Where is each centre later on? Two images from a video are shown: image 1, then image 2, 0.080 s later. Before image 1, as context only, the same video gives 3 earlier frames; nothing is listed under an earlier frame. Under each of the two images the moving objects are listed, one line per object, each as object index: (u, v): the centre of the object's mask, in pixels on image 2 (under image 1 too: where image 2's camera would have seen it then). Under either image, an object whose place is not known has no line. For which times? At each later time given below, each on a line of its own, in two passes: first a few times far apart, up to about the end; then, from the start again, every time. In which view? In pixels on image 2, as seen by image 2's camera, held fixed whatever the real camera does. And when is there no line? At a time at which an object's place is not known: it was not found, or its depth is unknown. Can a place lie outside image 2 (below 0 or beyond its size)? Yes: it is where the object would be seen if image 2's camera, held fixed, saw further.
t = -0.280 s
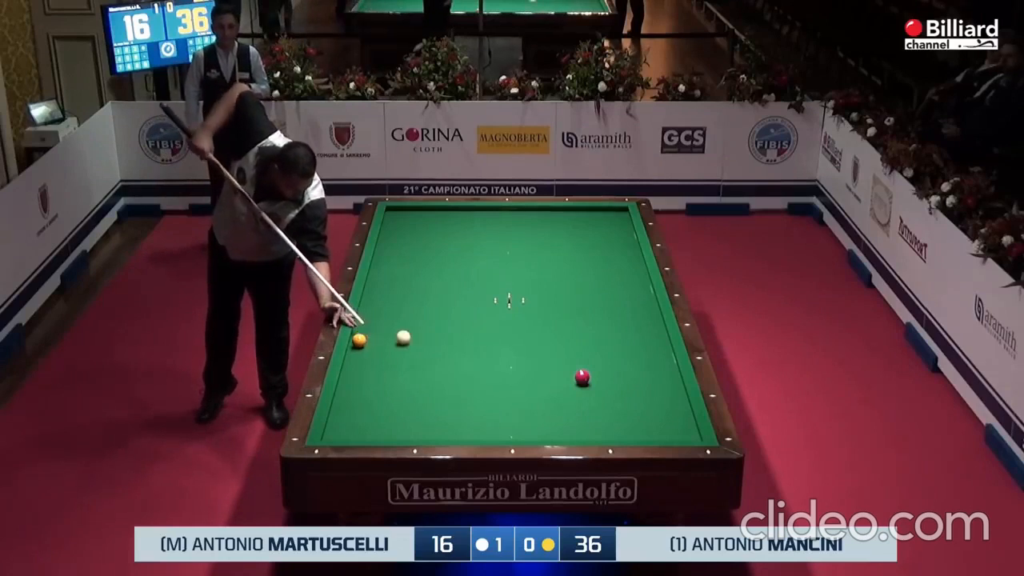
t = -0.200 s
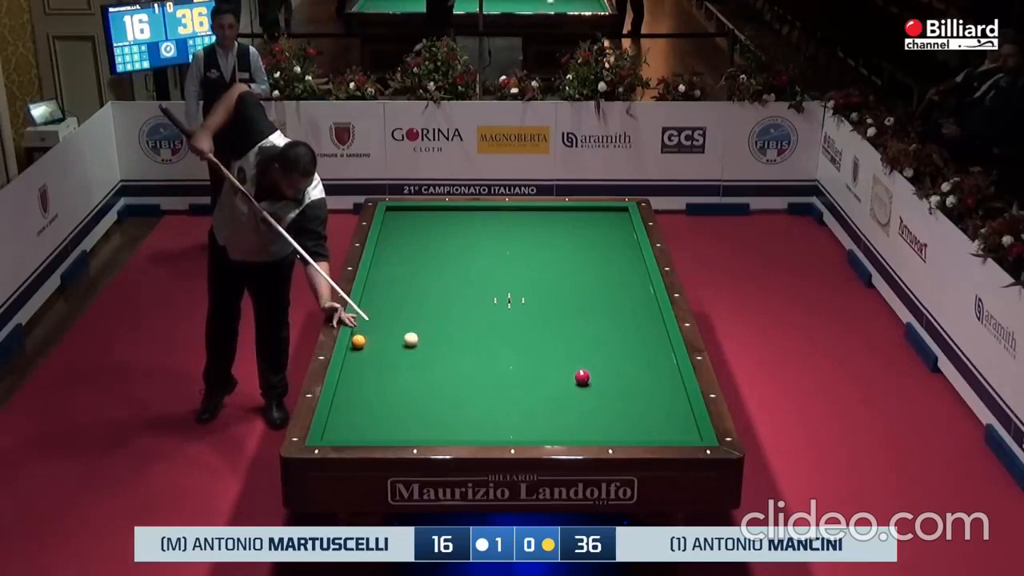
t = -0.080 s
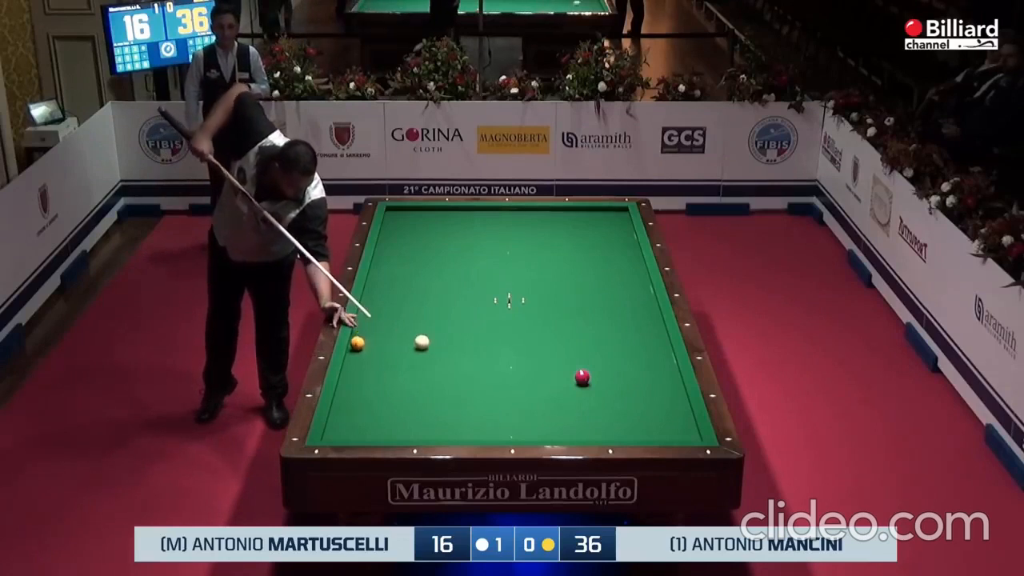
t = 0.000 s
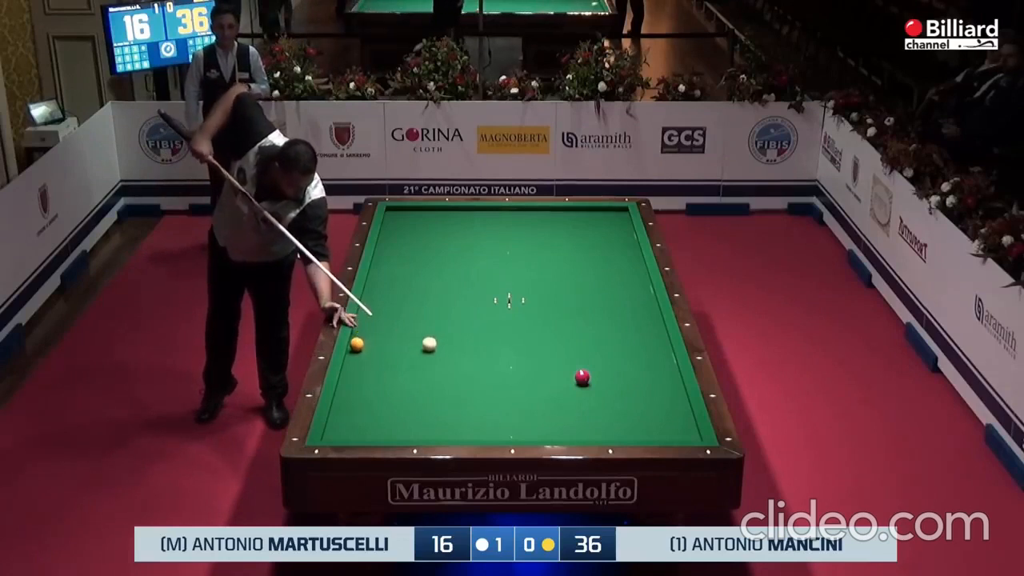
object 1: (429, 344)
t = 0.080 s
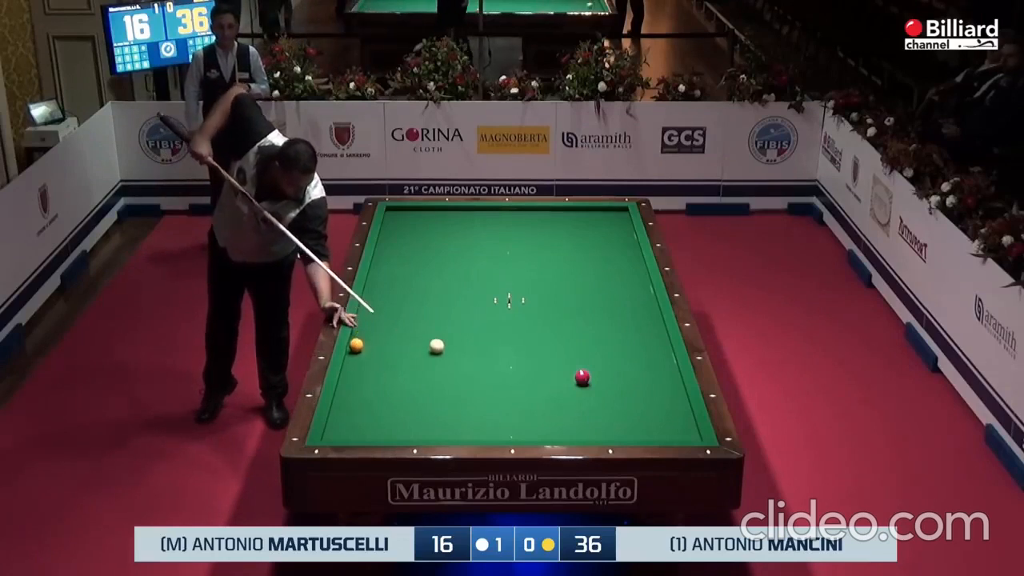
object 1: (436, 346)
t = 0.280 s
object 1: (455, 351)
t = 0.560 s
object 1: (480, 358)
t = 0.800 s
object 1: (502, 363)
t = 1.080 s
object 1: (528, 370)
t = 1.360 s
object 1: (553, 376)
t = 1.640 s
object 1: (575, 384)
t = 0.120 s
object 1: (440, 347)
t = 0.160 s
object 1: (444, 348)
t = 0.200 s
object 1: (447, 349)
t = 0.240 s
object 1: (451, 350)
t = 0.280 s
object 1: (455, 351)
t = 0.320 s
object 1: (459, 352)
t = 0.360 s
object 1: (462, 353)
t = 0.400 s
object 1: (466, 354)
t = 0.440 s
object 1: (469, 355)
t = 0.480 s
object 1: (473, 356)
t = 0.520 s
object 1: (477, 357)
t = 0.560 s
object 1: (480, 358)
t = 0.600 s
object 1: (484, 359)
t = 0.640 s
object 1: (488, 360)
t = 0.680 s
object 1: (491, 361)
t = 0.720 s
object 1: (495, 362)
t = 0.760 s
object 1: (499, 362)
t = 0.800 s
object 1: (502, 363)
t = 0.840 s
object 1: (506, 364)
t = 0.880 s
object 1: (510, 365)
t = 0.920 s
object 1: (513, 366)
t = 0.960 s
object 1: (517, 367)
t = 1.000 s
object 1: (521, 368)
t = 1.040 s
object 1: (524, 369)
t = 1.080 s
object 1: (528, 370)
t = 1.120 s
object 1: (532, 371)
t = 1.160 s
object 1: (535, 372)
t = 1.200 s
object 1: (539, 373)
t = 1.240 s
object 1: (542, 374)
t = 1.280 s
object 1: (546, 375)
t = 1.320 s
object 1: (549, 376)
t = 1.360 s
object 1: (553, 376)
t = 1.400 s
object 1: (557, 378)
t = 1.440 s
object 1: (560, 379)
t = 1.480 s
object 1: (564, 380)
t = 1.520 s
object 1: (568, 380)
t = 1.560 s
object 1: (570, 382)
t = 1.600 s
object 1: (573, 383)
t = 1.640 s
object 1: (575, 384)
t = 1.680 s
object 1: (578, 385)
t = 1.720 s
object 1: (581, 387)
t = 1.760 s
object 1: (583, 388)
